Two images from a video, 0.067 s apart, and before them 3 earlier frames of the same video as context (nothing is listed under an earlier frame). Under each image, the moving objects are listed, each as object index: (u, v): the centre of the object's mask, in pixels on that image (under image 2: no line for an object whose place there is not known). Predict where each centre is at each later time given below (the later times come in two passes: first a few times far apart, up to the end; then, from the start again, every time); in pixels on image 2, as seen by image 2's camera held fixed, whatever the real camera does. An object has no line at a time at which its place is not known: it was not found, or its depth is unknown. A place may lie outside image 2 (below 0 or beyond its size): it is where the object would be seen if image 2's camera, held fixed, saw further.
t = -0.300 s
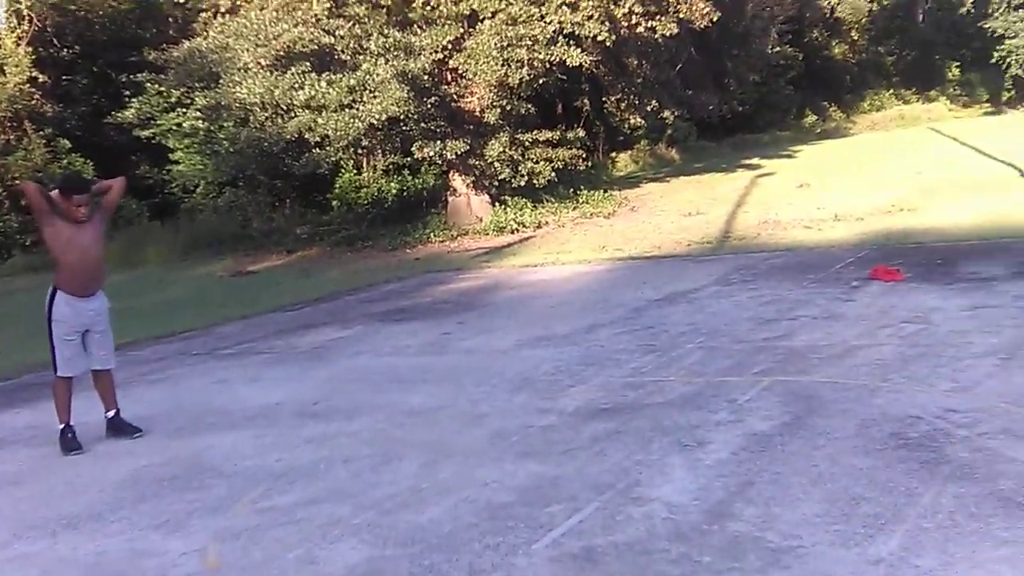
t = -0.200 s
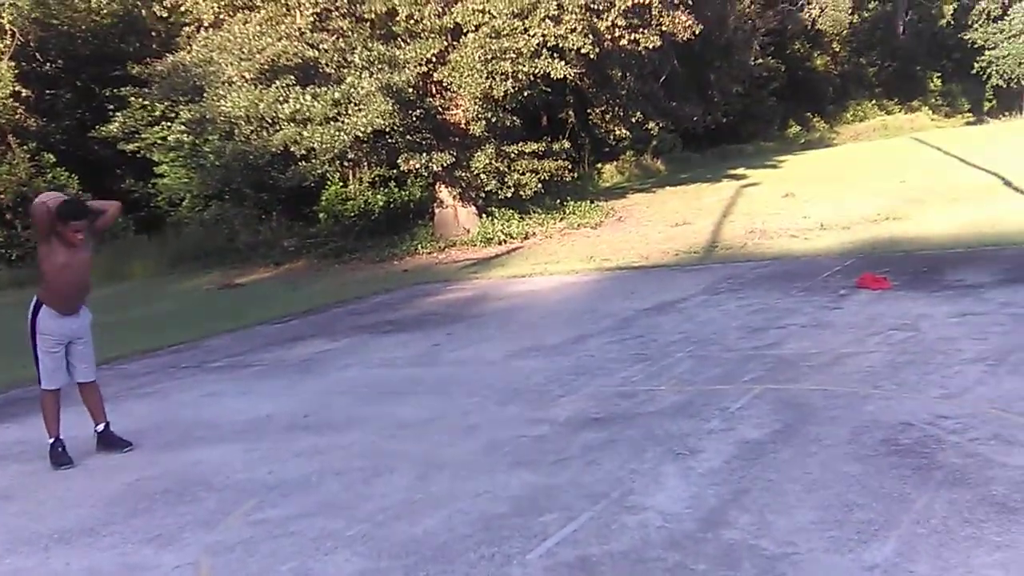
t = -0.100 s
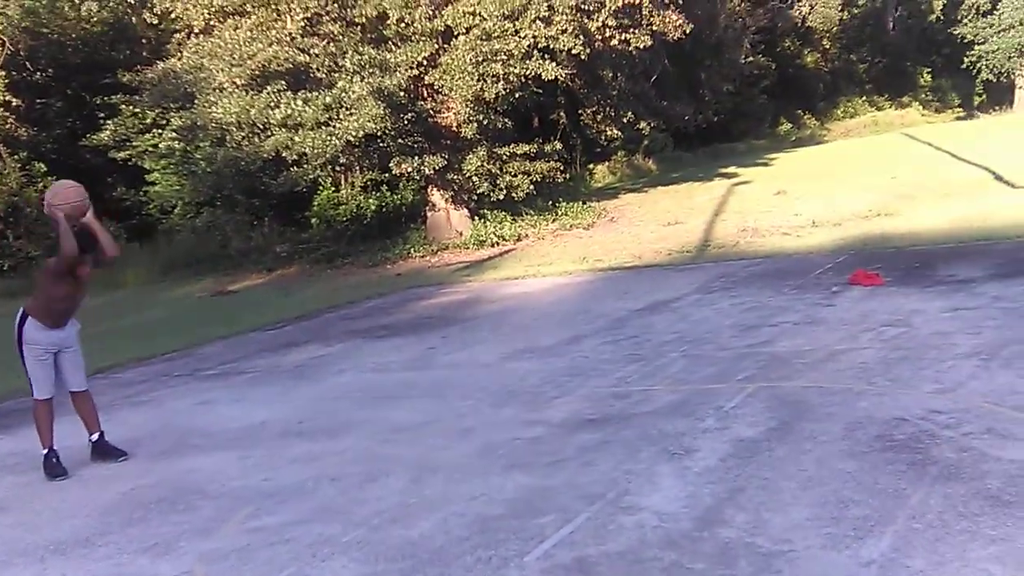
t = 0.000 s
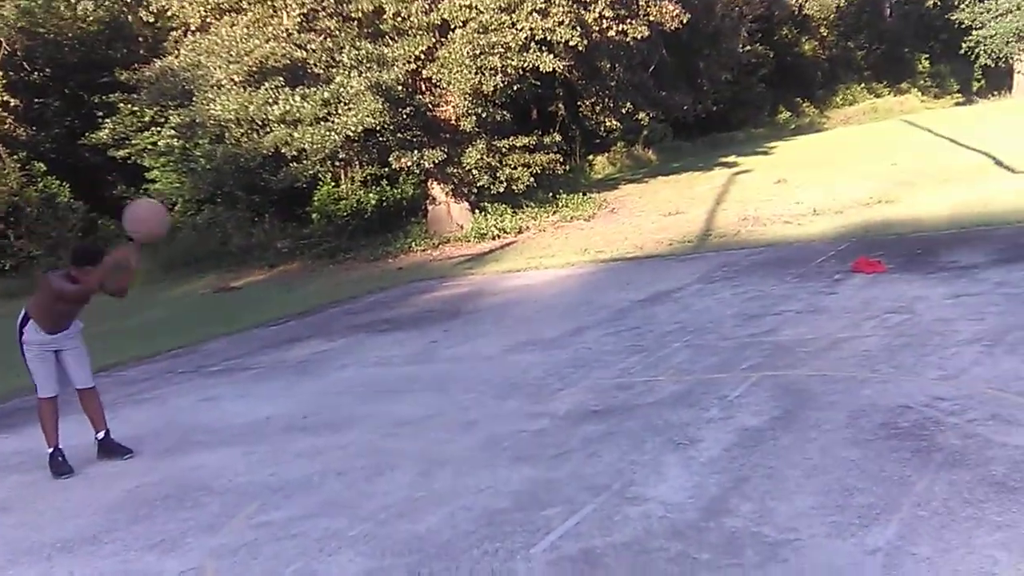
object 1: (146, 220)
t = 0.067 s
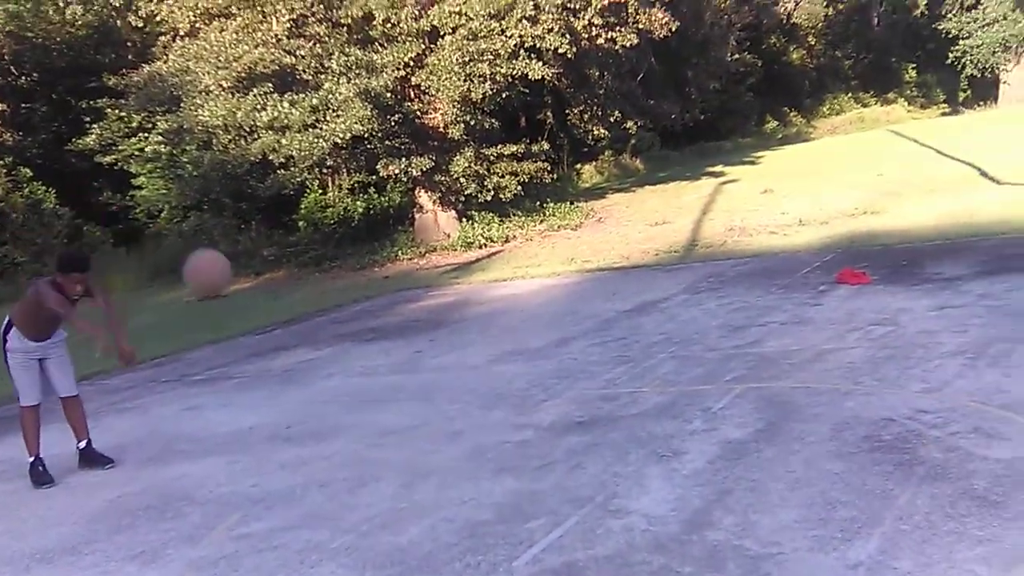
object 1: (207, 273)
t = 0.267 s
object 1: (467, 463)
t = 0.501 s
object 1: (612, 254)
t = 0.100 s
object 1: (247, 299)
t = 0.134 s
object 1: (289, 331)
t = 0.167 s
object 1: (336, 368)
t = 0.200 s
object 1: (383, 409)
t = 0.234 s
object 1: (433, 453)
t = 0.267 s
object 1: (467, 463)
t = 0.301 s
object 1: (486, 429)
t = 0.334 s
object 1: (505, 395)
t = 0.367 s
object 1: (524, 364)
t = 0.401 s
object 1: (544, 334)
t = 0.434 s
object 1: (566, 305)
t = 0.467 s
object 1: (588, 278)
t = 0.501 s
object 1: (612, 254)
